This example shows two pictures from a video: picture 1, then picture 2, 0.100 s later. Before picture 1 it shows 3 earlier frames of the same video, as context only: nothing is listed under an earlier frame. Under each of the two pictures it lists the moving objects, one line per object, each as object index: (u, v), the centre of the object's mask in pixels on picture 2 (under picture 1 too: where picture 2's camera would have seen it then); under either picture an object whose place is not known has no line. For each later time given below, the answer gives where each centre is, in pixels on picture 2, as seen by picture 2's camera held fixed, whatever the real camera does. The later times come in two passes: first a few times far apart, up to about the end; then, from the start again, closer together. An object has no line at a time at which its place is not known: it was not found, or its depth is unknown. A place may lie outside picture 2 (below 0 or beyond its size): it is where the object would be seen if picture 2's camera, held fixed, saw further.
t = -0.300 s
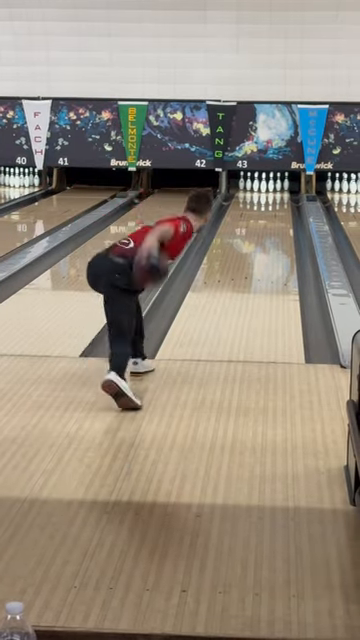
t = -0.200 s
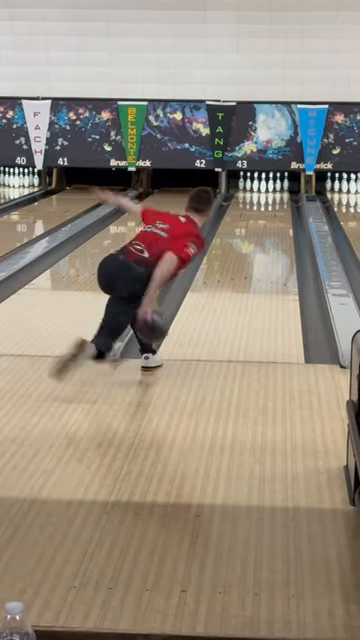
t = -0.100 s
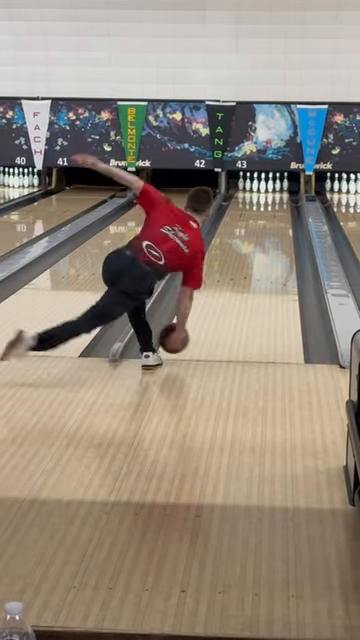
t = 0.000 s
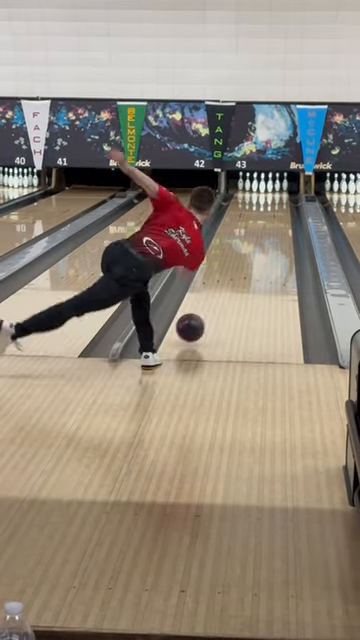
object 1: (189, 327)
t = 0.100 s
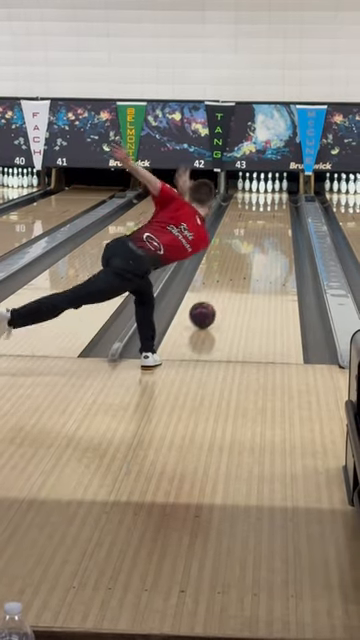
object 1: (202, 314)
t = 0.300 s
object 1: (222, 289)
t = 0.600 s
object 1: (243, 260)
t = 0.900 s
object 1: (258, 238)
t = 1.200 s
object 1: (268, 222)
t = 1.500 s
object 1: (274, 211)
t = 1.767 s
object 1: (276, 202)
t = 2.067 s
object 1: (271, 194)
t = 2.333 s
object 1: (263, 188)
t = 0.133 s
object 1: (206, 310)
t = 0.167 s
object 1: (209, 305)
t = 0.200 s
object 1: (213, 301)
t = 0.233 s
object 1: (216, 297)
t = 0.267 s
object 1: (219, 293)
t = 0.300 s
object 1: (222, 289)
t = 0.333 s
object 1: (225, 285)
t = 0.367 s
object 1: (227, 282)
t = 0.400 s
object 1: (230, 278)
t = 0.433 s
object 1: (233, 275)
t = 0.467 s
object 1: (235, 271)
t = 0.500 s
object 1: (237, 268)
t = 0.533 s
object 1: (239, 265)
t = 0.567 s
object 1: (241, 262)
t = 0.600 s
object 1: (243, 260)
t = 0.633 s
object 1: (245, 257)
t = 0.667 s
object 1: (247, 254)
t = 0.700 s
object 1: (249, 252)
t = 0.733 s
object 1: (250, 249)
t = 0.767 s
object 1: (252, 247)
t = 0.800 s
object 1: (254, 245)
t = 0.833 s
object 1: (255, 243)
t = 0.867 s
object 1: (257, 241)
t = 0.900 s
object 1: (258, 238)
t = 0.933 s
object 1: (259, 237)
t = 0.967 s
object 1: (260, 235)
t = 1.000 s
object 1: (262, 233)
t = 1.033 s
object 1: (263, 231)
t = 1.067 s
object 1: (264, 229)
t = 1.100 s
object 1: (265, 227)
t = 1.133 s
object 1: (266, 226)
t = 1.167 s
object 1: (267, 223)
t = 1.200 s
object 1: (268, 222)
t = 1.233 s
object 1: (269, 221)
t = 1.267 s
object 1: (270, 219)
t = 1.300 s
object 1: (270, 218)
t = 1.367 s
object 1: (272, 215)
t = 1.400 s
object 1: (273, 214)
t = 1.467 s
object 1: (273, 212)
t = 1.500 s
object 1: (274, 211)
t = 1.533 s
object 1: (274, 210)
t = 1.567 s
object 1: (275, 208)
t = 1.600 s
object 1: (275, 207)
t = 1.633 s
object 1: (276, 206)
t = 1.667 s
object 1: (276, 205)
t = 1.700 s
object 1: (276, 204)
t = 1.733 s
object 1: (276, 203)
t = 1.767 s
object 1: (276, 202)
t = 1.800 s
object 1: (276, 201)
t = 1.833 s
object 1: (276, 200)
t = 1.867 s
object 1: (275, 199)
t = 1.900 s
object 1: (275, 198)
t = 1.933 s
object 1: (275, 198)
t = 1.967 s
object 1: (274, 197)
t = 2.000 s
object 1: (273, 195)
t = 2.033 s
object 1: (272, 195)
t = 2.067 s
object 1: (271, 194)
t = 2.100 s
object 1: (270, 193)
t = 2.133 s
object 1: (269, 192)
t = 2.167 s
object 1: (268, 191)
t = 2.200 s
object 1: (267, 191)
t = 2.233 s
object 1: (266, 190)
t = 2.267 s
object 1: (265, 189)
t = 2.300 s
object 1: (264, 189)
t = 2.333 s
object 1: (263, 188)
